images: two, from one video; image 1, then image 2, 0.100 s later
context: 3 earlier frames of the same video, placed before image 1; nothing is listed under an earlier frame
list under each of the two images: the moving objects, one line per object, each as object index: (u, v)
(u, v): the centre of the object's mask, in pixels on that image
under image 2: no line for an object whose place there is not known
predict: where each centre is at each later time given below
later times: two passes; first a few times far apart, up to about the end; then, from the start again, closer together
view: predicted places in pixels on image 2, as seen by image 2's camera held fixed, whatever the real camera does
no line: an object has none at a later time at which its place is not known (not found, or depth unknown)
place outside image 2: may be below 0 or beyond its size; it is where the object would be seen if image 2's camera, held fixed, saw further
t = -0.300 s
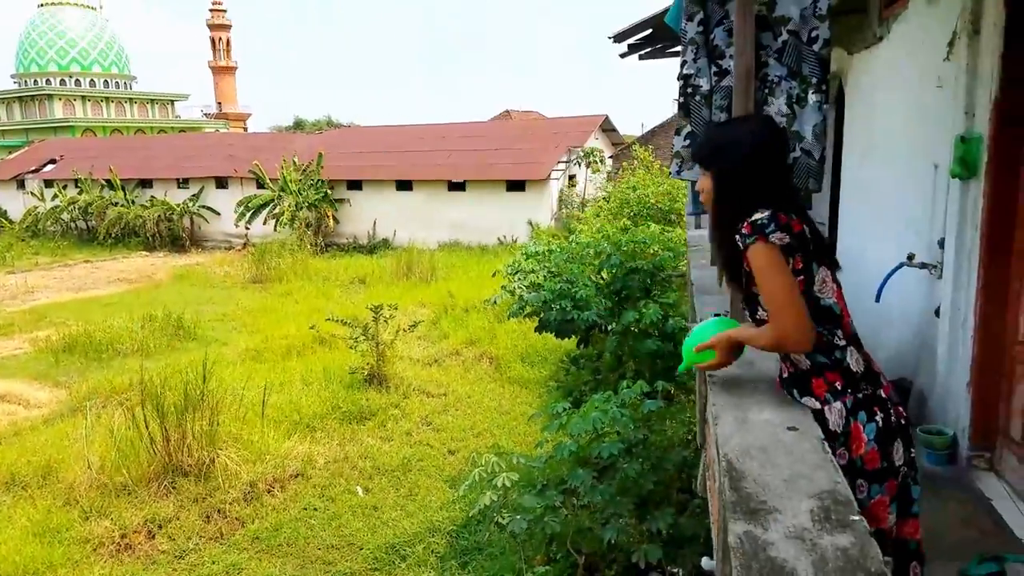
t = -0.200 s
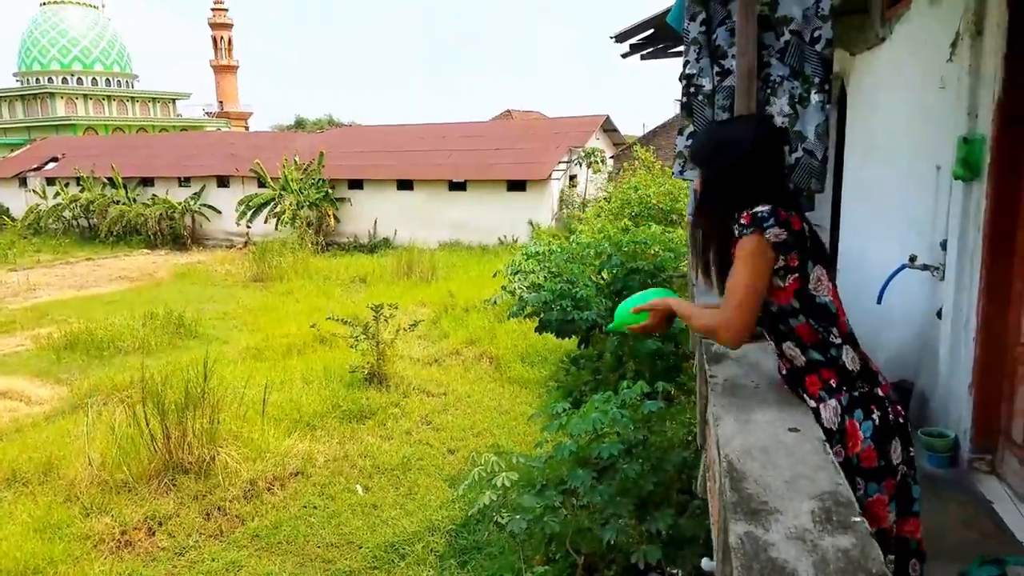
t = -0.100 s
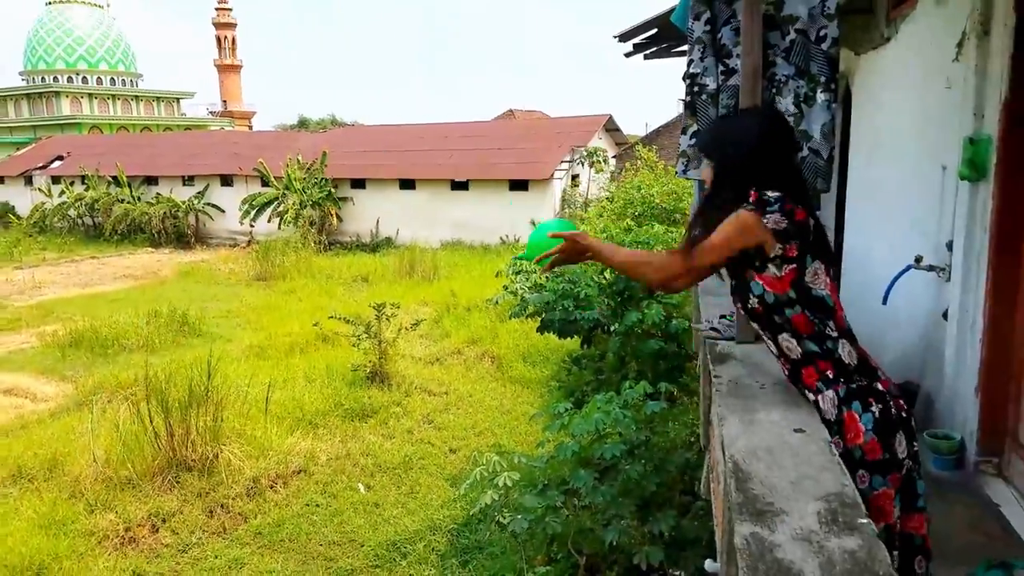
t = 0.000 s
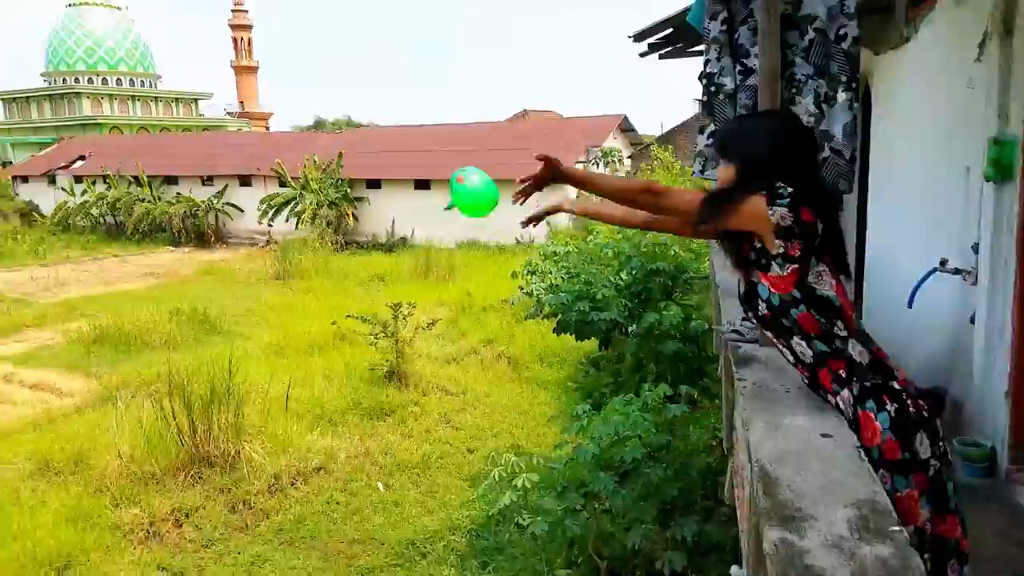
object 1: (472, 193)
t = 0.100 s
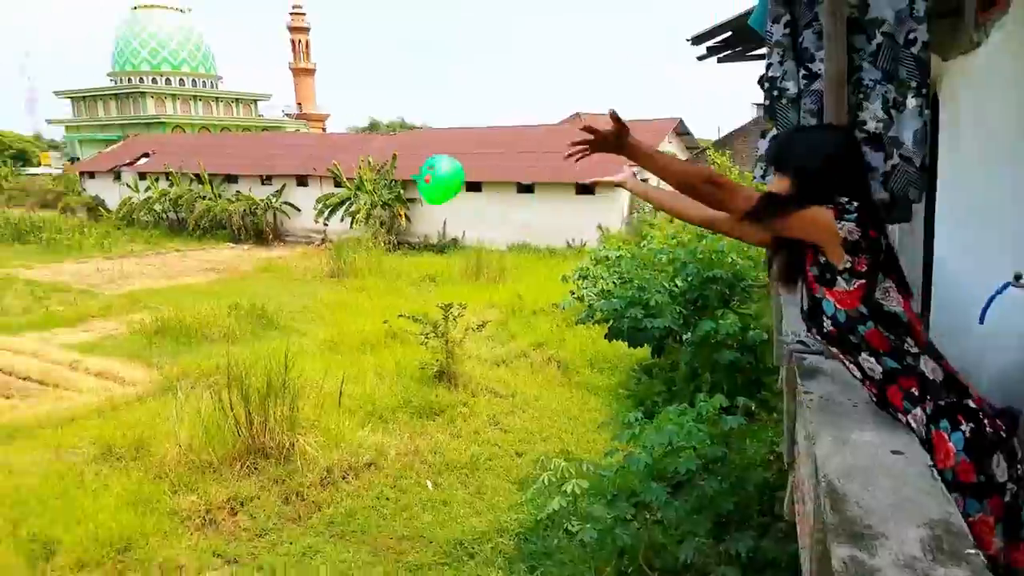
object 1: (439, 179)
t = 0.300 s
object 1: (304, 240)
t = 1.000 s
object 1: (26, 1004)
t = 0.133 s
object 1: (415, 181)
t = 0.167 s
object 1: (390, 187)
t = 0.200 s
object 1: (367, 194)
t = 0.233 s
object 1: (345, 207)
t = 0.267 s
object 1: (324, 221)
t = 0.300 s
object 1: (304, 240)
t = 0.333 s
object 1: (283, 261)
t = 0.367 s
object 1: (263, 284)
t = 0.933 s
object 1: (41, 917)
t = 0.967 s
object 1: (33, 959)
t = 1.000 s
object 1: (26, 1004)
